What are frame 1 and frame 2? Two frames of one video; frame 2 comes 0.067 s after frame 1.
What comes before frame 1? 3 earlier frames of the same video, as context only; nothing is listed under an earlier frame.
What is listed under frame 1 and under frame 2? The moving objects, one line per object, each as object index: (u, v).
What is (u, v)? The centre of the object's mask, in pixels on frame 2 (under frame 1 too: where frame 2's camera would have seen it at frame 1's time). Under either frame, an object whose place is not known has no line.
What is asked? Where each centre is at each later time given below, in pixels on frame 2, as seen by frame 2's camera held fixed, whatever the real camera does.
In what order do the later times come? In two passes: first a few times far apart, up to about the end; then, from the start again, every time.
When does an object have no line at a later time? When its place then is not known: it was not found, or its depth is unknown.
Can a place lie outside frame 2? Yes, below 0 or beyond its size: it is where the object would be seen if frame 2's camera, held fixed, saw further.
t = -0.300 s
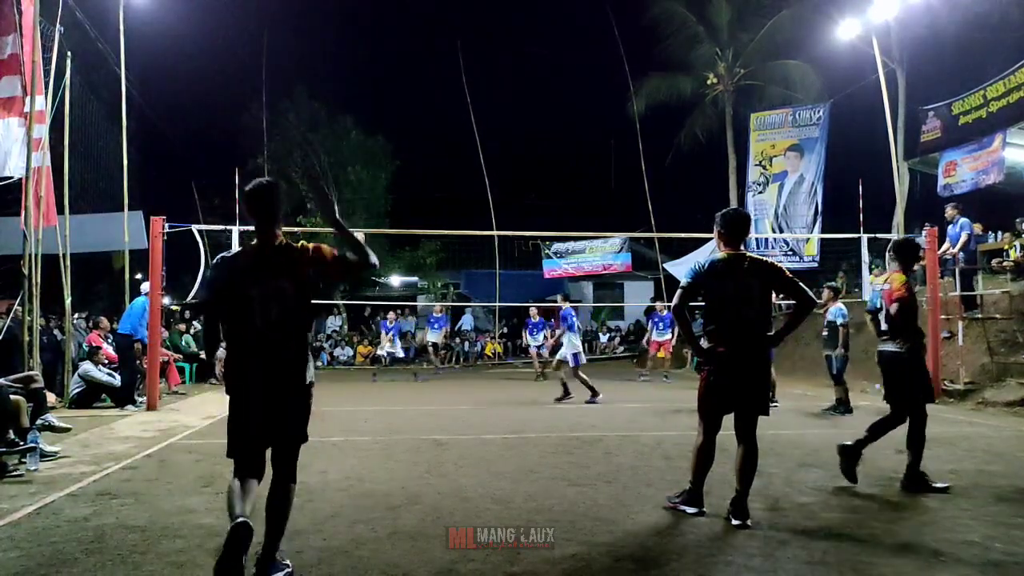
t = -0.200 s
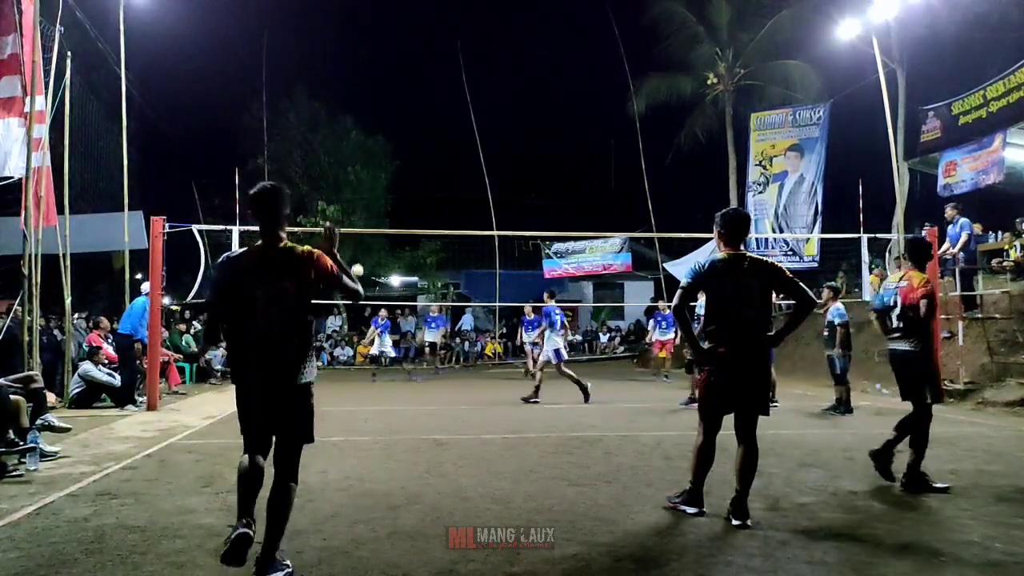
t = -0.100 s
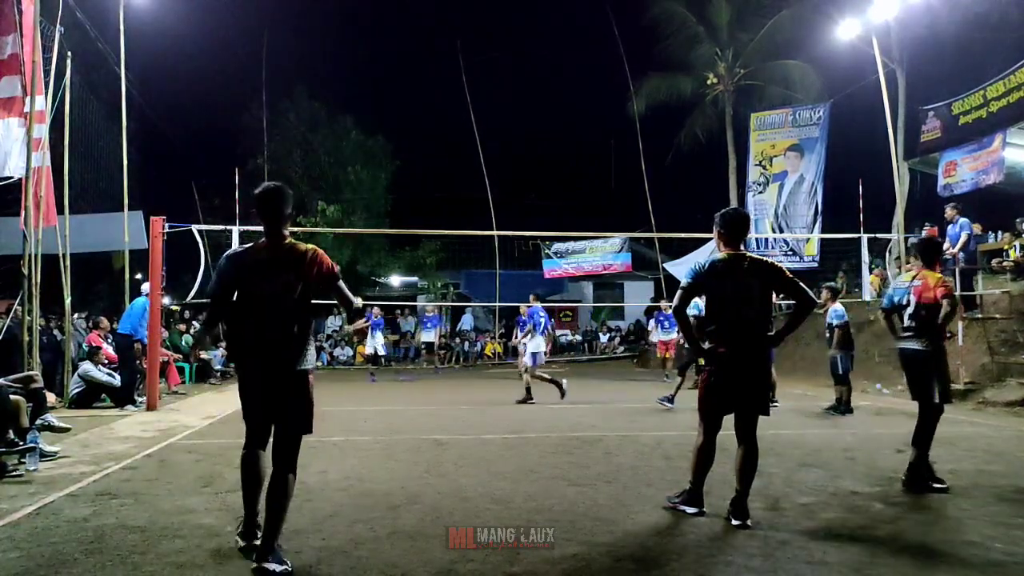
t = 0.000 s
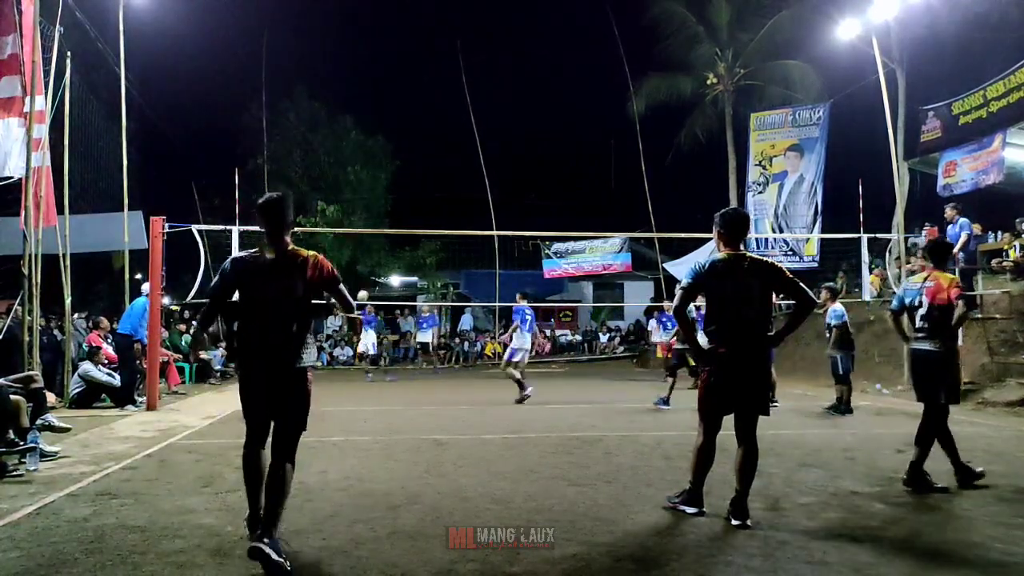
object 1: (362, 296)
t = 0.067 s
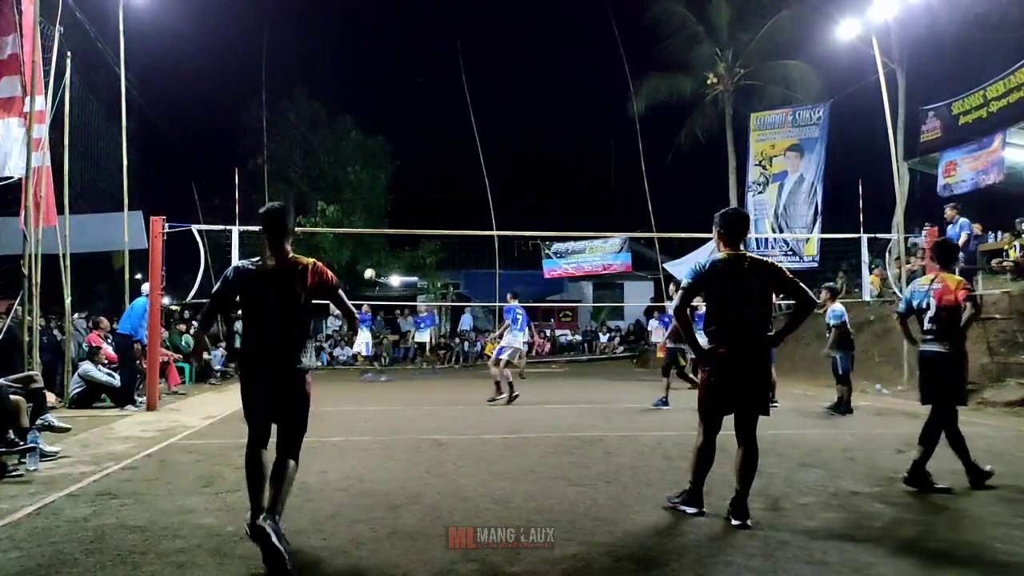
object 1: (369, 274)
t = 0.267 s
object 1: (393, 220)
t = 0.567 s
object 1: (434, 173)
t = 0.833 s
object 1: (473, 171)
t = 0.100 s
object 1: (373, 264)
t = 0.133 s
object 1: (377, 254)
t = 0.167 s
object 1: (381, 245)
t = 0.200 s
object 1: (385, 237)
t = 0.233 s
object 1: (389, 227)
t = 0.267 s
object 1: (393, 220)
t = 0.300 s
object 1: (397, 212)
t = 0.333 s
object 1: (401, 205)
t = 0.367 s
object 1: (406, 199)
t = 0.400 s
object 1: (410, 193)
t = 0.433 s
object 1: (415, 188)
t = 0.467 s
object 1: (419, 183)
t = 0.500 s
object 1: (424, 179)
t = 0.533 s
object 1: (429, 176)
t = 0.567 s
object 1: (434, 173)
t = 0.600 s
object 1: (439, 170)
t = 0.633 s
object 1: (443, 169)
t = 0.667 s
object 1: (449, 168)
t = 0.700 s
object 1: (454, 167)
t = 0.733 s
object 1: (459, 167)
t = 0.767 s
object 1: (464, 168)
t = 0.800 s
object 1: (470, 170)
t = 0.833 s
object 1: (473, 171)
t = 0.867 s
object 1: (478, 173)
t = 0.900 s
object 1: (484, 177)
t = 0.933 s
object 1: (490, 181)
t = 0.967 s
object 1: (495, 186)
